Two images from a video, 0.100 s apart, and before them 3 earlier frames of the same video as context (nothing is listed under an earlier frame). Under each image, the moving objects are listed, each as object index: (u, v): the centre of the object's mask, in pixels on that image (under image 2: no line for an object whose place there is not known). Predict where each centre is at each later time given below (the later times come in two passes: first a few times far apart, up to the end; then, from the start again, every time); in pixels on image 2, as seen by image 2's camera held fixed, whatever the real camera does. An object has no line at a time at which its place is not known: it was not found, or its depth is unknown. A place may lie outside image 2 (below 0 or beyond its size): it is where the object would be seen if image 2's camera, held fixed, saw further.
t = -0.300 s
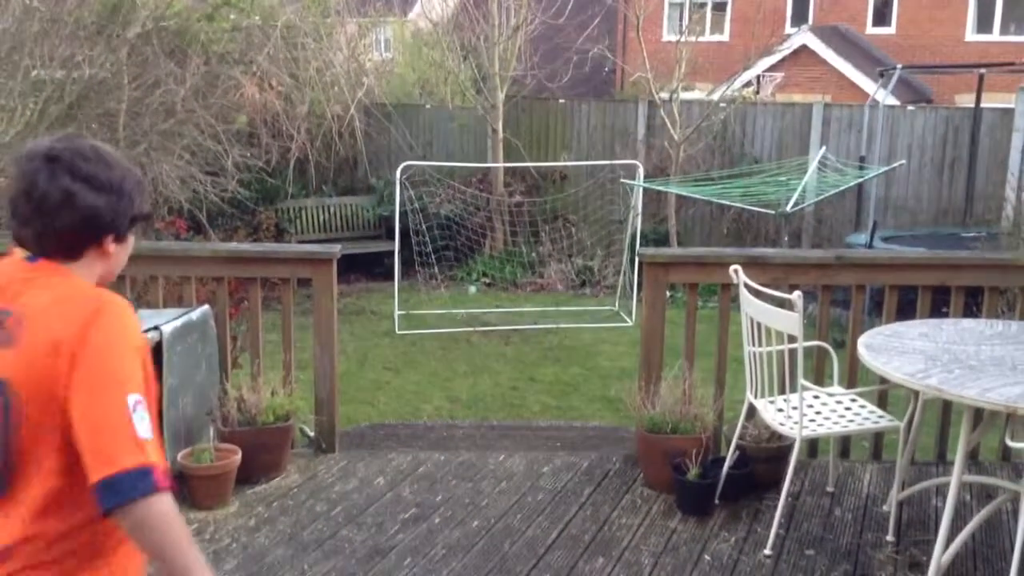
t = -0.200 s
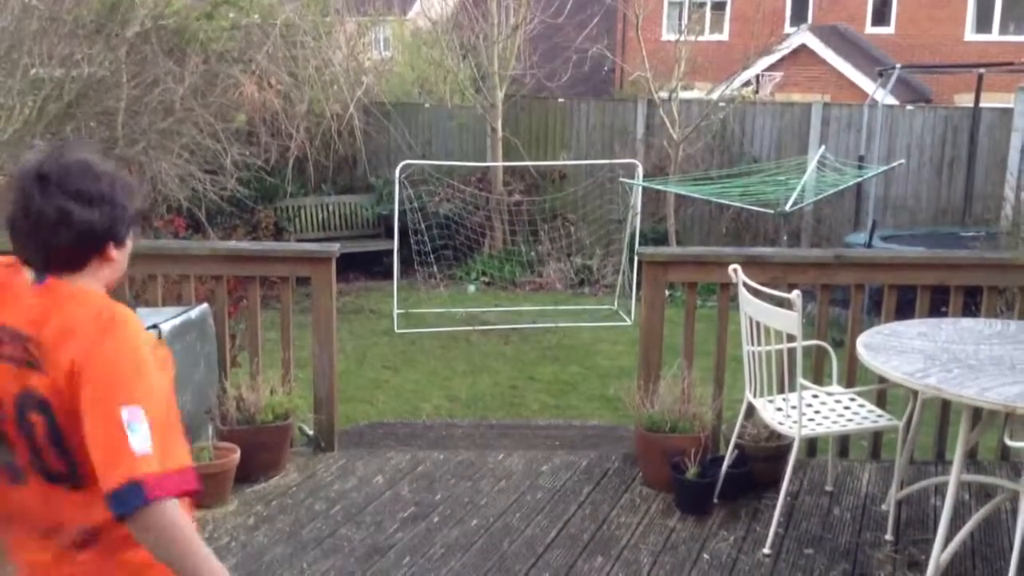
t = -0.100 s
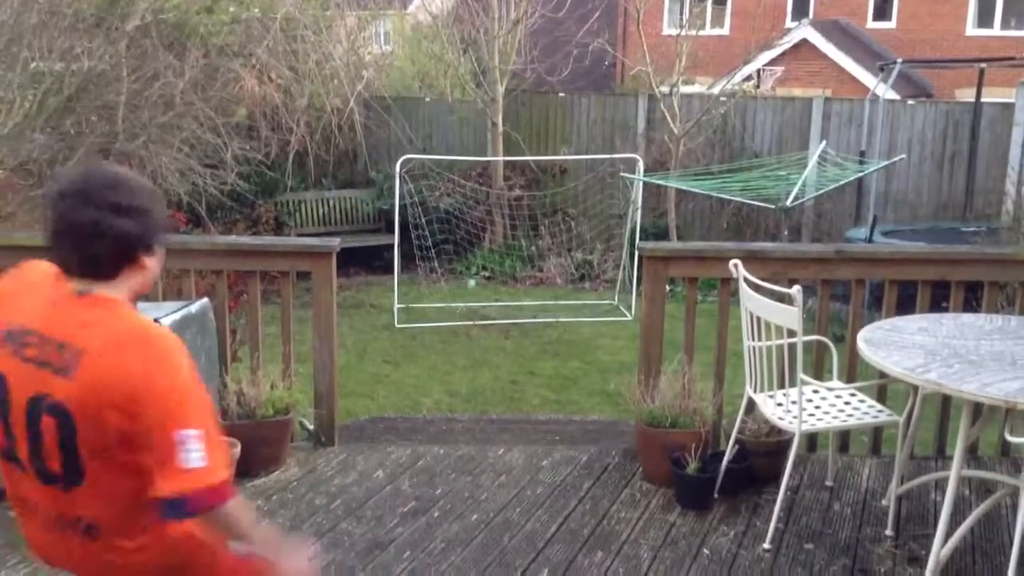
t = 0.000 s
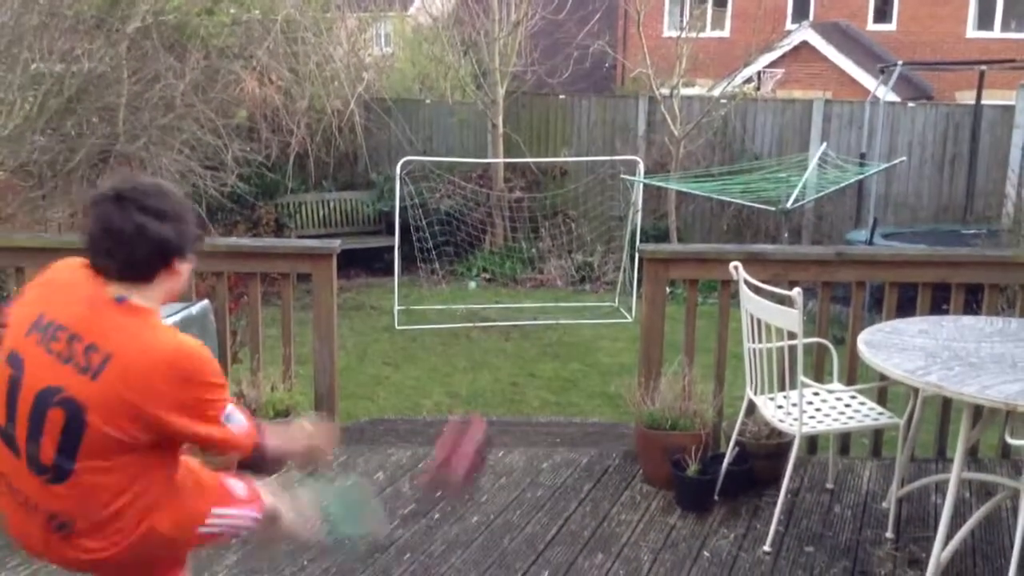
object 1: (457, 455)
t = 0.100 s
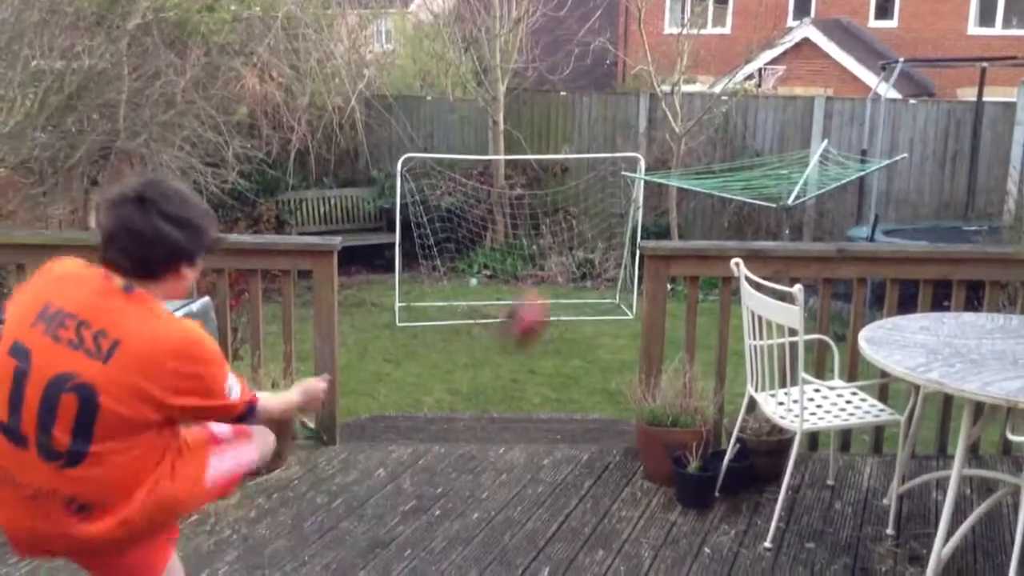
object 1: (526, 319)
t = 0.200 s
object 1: (565, 245)
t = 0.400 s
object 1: (607, 198)
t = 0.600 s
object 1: (621, 207)
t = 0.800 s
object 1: (615, 278)
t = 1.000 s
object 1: (607, 281)
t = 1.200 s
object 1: (595, 289)
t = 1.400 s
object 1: (585, 286)
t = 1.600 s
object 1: (577, 286)
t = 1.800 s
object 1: (571, 285)
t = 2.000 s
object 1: (568, 283)
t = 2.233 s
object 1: (569, 282)
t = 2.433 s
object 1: (569, 281)
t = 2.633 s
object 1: (570, 281)
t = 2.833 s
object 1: (571, 279)
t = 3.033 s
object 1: (573, 279)
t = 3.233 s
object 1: (573, 278)
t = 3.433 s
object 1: (576, 277)
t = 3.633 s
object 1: (579, 276)
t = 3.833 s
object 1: (580, 278)
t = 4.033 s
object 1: (580, 278)
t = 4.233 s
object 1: (579, 278)
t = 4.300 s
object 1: (584, 277)
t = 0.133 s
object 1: (543, 287)
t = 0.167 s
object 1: (552, 264)
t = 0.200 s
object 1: (565, 245)
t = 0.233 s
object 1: (574, 233)
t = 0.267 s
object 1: (583, 219)
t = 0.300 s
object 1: (590, 211)
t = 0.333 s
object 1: (597, 205)
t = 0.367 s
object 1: (602, 200)
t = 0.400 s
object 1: (607, 198)
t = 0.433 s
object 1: (612, 197)
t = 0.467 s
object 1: (615, 197)
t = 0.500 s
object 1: (618, 197)
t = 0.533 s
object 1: (621, 200)
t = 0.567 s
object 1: (620, 202)
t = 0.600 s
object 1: (621, 207)
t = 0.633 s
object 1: (619, 218)
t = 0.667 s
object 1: (618, 230)
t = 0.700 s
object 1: (618, 245)
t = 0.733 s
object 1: (618, 256)
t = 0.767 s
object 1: (615, 265)
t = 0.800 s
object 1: (615, 278)
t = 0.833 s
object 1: (615, 279)
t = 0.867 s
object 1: (614, 279)
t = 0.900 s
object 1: (613, 278)
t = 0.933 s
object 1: (609, 279)
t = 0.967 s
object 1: (609, 280)
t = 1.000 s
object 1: (607, 281)
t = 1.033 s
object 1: (606, 285)
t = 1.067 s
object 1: (603, 289)
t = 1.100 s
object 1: (602, 289)
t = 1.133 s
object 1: (600, 290)
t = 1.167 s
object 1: (597, 289)
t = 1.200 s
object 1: (595, 289)
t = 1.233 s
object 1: (592, 288)
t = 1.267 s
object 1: (591, 288)
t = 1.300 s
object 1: (588, 287)
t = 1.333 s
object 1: (588, 286)
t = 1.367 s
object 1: (586, 286)
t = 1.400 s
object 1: (585, 286)
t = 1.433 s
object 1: (584, 286)
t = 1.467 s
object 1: (582, 286)
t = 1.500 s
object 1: (580, 285)
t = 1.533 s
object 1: (579, 286)
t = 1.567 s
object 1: (578, 286)
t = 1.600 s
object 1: (577, 286)
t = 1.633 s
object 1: (576, 285)
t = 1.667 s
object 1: (575, 285)
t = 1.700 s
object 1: (575, 286)
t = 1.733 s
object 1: (573, 286)
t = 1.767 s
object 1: (572, 285)
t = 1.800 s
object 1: (571, 285)
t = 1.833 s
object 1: (571, 285)
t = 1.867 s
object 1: (570, 285)
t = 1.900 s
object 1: (569, 284)
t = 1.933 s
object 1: (570, 284)
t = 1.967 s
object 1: (569, 283)
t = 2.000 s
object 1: (568, 283)
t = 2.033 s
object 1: (569, 283)
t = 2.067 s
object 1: (568, 283)
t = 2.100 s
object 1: (568, 283)
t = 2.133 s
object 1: (569, 282)
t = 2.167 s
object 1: (568, 282)
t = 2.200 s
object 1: (568, 282)
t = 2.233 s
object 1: (569, 282)
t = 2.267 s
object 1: (569, 282)
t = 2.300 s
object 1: (568, 282)
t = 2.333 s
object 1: (569, 281)
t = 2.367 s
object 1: (569, 281)
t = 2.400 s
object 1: (569, 281)
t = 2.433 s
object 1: (569, 281)
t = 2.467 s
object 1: (569, 281)
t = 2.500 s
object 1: (569, 281)
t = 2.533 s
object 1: (570, 281)
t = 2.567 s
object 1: (569, 281)
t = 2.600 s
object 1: (570, 280)
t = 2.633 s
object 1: (570, 281)
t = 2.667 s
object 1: (569, 280)
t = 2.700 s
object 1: (570, 280)
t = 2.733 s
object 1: (570, 279)
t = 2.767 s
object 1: (571, 279)
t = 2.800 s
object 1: (571, 279)
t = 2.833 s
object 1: (571, 279)
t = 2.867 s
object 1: (572, 280)
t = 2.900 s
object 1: (571, 279)
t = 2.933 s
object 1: (572, 279)
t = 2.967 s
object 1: (573, 279)
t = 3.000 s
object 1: (573, 279)
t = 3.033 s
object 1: (573, 279)
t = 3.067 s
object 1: (573, 279)
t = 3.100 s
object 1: (573, 279)
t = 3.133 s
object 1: (573, 278)
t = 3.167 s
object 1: (573, 278)
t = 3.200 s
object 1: (573, 278)
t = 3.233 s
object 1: (573, 278)
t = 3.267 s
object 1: (574, 278)
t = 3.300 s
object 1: (574, 278)
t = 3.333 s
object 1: (574, 277)
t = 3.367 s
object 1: (575, 278)
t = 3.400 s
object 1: (576, 277)
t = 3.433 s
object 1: (576, 277)
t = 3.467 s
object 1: (577, 276)
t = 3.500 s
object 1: (577, 277)
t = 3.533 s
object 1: (578, 277)
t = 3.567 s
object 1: (578, 277)
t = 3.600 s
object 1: (578, 276)
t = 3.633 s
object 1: (579, 276)
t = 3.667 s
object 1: (579, 277)
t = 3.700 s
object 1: (580, 277)
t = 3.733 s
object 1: (581, 277)
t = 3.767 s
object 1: (580, 277)
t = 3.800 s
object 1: (580, 277)
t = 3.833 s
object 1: (580, 278)
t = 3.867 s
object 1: (581, 279)
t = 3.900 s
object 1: (580, 278)
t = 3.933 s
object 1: (580, 278)
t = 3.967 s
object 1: (580, 278)
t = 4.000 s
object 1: (580, 278)
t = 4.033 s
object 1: (580, 278)
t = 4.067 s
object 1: (580, 278)
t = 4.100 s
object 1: (580, 278)
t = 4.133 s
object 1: (579, 278)
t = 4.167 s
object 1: (580, 278)
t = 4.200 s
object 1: (580, 278)
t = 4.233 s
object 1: (579, 278)
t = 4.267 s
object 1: (581, 278)
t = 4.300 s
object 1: (584, 277)
